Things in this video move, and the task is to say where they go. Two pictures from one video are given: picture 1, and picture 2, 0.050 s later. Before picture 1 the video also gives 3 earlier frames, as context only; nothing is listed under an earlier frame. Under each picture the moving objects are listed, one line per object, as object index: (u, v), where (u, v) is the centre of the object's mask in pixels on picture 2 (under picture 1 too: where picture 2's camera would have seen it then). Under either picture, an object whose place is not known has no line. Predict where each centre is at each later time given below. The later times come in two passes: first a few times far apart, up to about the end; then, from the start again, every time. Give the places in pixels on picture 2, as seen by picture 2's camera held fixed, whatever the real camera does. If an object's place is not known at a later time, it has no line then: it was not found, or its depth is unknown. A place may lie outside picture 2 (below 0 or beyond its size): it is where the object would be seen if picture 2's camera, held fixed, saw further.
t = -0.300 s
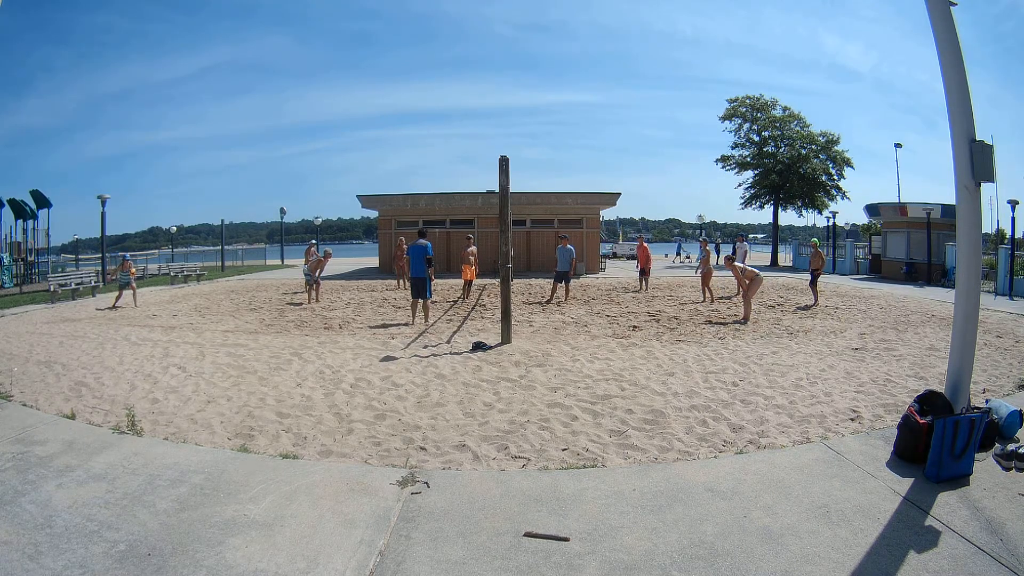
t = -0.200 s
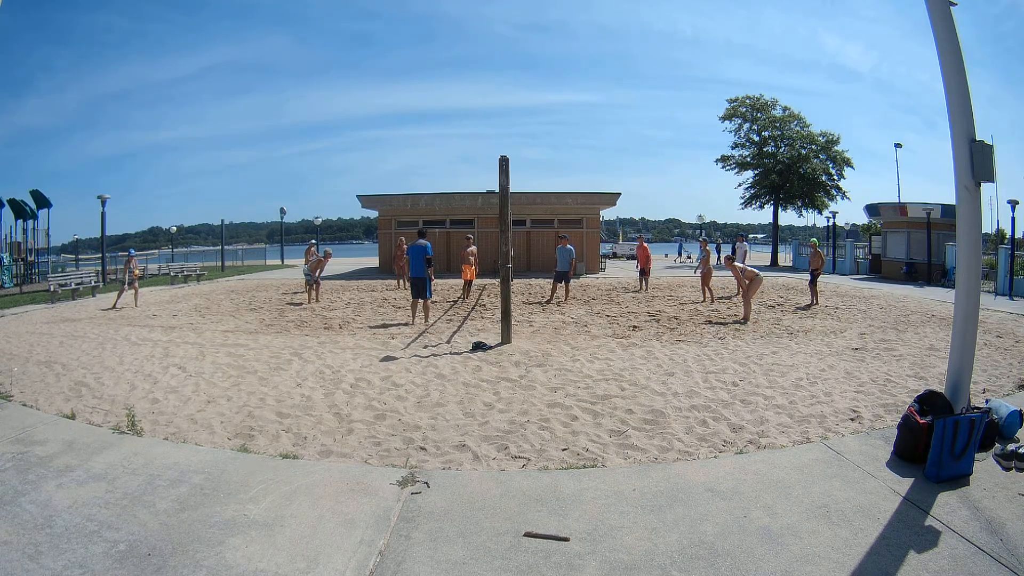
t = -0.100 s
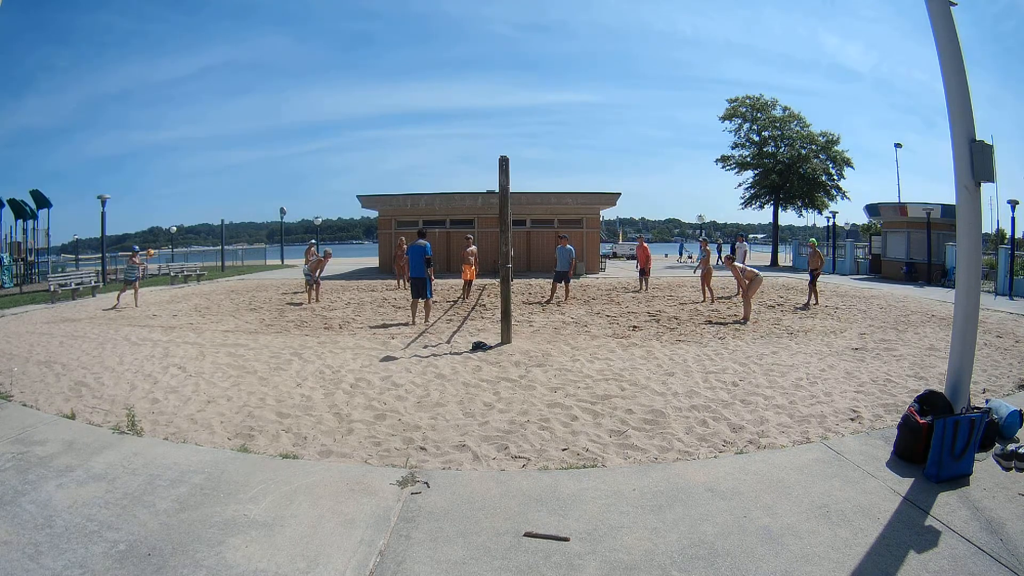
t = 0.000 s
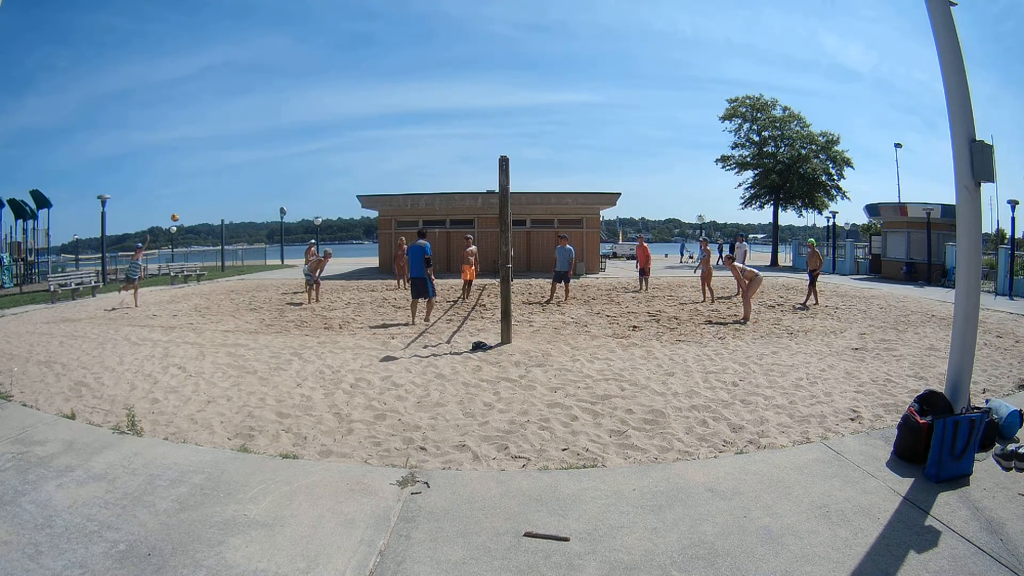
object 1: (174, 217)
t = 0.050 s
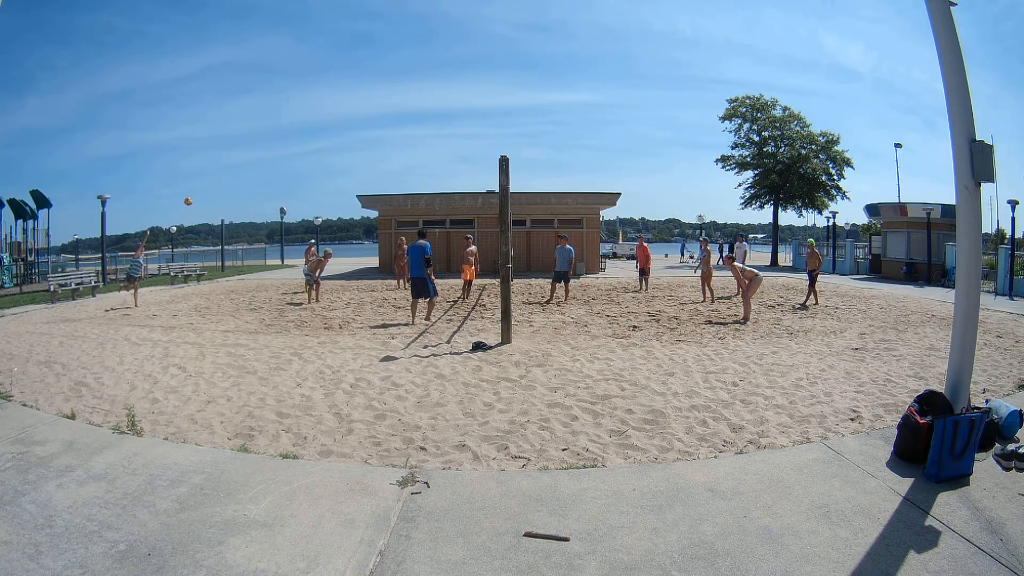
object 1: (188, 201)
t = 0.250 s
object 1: (245, 145)
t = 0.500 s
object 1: (320, 99)
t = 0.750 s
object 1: (398, 85)
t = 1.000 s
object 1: (473, 102)
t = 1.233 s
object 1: (541, 148)
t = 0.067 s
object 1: (192, 196)
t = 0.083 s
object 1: (197, 191)
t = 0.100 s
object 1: (202, 186)
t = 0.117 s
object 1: (206, 181)
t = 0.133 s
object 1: (211, 176)
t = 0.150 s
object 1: (216, 172)
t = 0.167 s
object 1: (220, 167)
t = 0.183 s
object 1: (225, 162)
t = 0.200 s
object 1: (230, 158)
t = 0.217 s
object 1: (235, 154)
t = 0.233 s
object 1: (240, 149)
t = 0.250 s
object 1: (245, 145)
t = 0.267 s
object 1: (250, 142)
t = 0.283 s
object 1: (255, 137)
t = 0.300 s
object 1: (260, 134)
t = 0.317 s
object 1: (264, 130)
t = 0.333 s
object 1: (269, 127)
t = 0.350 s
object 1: (277, 122)
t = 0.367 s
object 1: (280, 120)
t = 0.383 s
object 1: (285, 117)
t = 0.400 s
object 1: (290, 114)
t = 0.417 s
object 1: (295, 111)
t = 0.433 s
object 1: (300, 109)
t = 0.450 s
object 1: (305, 106)
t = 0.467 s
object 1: (310, 104)
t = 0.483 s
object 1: (315, 101)
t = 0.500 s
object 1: (320, 99)
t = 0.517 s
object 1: (325, 97)
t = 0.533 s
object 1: (331, 96)
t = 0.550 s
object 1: (336, 94)
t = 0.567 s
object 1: (341, 92)
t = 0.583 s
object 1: (346, 91)
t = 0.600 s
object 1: (351, 90)
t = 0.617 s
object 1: (356, 89)
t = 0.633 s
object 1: (362, 88)
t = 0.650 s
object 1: (367, 87)
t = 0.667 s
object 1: (372, 86)
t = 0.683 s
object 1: (377, 86)
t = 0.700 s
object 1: (382, 85)
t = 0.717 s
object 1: (387, 85)
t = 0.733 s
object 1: (392, 85)
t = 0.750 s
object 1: (398, 85)
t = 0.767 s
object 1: (402, 85)
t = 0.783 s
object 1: (408, 85)
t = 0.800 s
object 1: (413, 86)
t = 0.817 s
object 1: (418, 86)
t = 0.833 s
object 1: (423, 87)
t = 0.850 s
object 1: (428, 88)
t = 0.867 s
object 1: (433, 89)
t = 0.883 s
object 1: (438, 90)
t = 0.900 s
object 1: (443, 91)
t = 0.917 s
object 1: (448, 93)
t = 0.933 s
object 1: (456, 95)
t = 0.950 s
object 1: (458, 96)
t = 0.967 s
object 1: (463, 98)
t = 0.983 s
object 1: (468, 100)
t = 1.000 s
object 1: (473, 102)
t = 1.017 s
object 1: (478, 104)
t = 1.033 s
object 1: (483, 107)
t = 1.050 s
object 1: (488, 110)
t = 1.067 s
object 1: (493, 112)
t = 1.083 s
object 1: (498, 115)
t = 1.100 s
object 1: (503, 118)
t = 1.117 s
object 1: (508, 122)
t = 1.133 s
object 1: (513, 125)
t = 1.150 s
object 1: (517, 129)
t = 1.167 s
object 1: (522, 132)
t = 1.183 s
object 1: (527, 136)
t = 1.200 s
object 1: (532, 140)
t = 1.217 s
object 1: (536, 144)
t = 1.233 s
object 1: (541, 148)
